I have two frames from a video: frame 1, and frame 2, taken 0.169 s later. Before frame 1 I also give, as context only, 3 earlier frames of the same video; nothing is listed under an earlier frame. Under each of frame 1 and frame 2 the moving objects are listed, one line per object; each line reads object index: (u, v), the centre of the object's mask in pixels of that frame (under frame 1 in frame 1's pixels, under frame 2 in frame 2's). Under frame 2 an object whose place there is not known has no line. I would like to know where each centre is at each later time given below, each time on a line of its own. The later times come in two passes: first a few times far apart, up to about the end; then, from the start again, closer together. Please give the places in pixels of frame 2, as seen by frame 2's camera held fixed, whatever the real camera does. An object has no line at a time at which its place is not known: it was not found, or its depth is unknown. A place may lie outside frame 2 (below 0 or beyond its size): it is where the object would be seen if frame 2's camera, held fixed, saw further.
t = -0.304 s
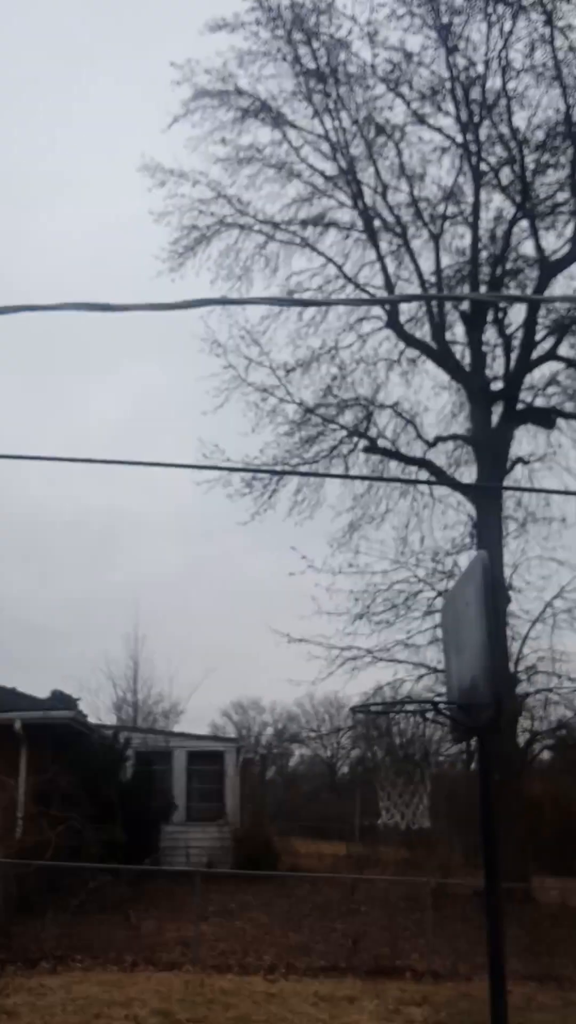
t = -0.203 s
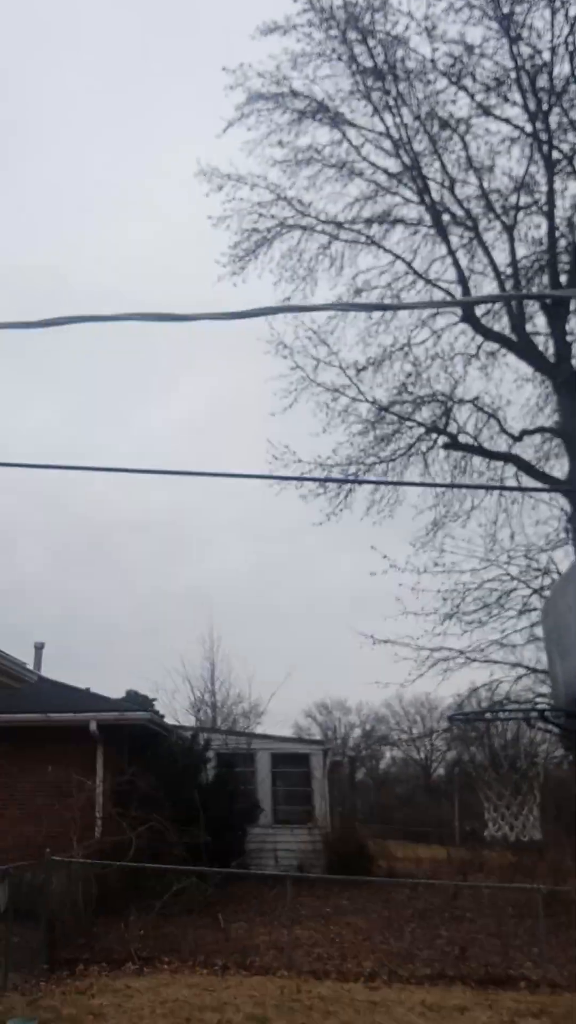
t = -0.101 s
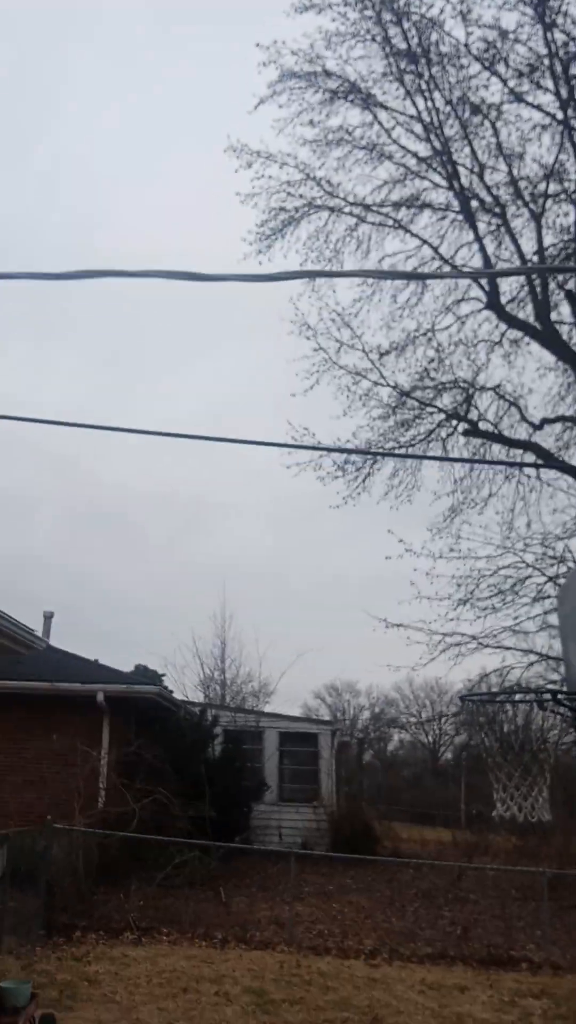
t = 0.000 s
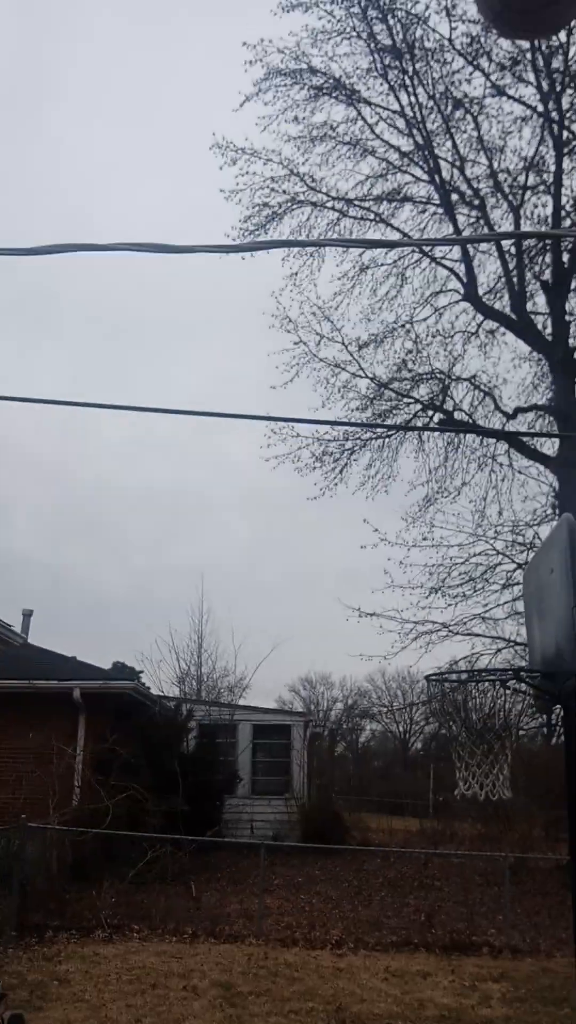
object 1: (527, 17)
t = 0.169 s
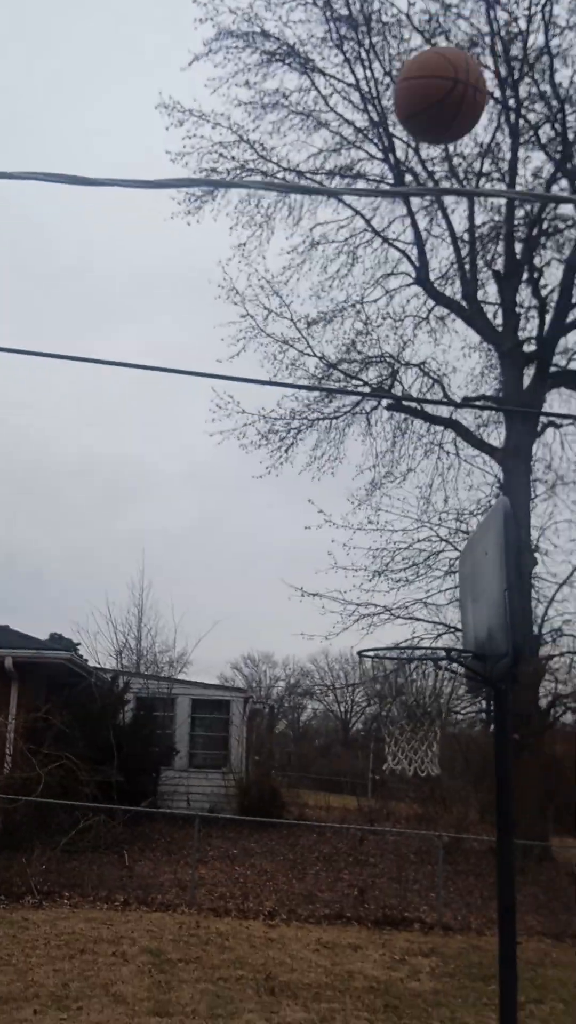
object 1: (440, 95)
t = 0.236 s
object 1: (427, 152)
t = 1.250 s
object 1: (445, 926)
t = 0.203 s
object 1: (436, 122)
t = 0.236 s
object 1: (427, 152)
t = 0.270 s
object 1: (425, 191)
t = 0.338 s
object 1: (416, 256)
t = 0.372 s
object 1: (411, 292)
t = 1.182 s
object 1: (452, 857)
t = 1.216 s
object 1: (446, 889)
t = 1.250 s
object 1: (445, 926)
